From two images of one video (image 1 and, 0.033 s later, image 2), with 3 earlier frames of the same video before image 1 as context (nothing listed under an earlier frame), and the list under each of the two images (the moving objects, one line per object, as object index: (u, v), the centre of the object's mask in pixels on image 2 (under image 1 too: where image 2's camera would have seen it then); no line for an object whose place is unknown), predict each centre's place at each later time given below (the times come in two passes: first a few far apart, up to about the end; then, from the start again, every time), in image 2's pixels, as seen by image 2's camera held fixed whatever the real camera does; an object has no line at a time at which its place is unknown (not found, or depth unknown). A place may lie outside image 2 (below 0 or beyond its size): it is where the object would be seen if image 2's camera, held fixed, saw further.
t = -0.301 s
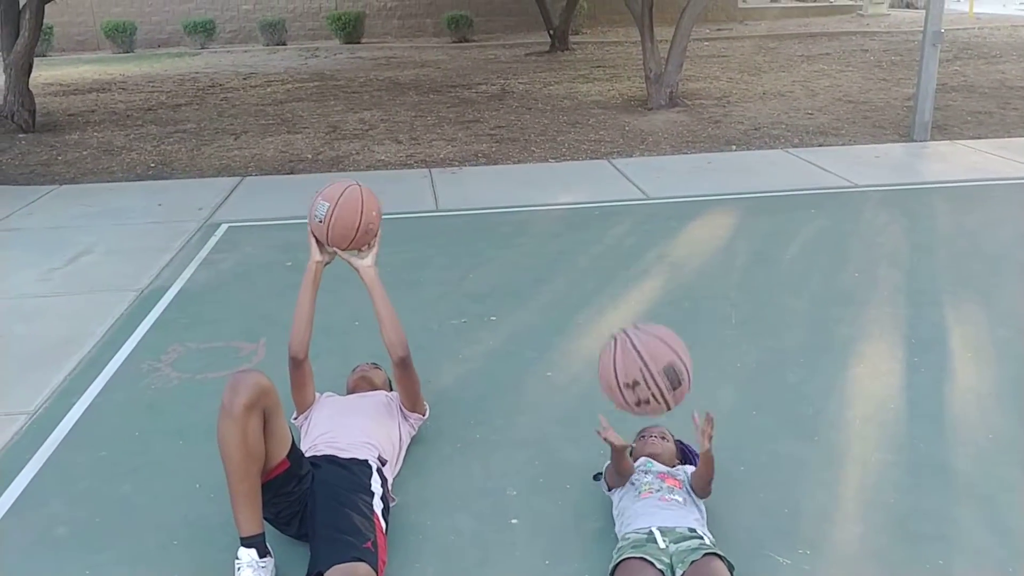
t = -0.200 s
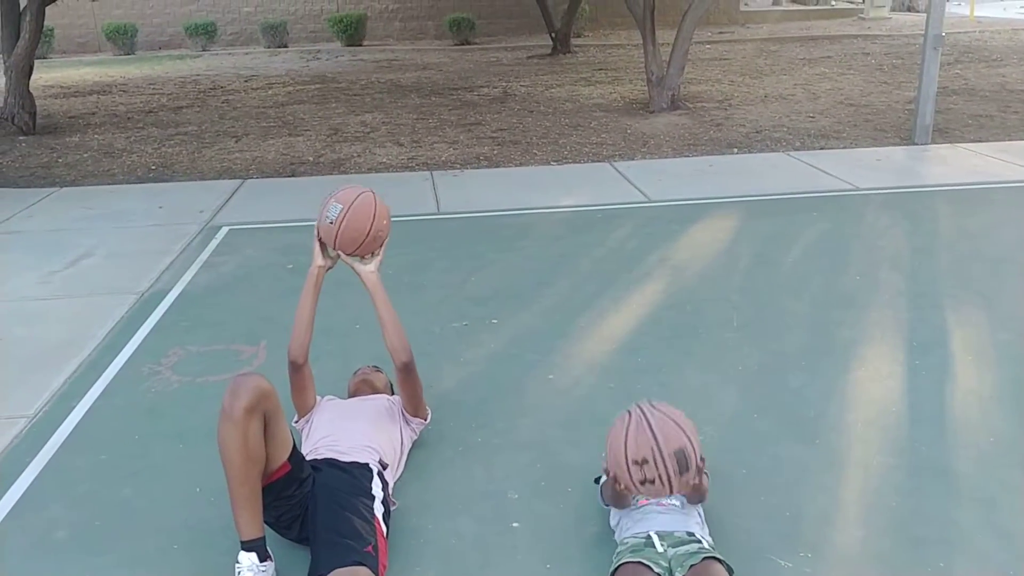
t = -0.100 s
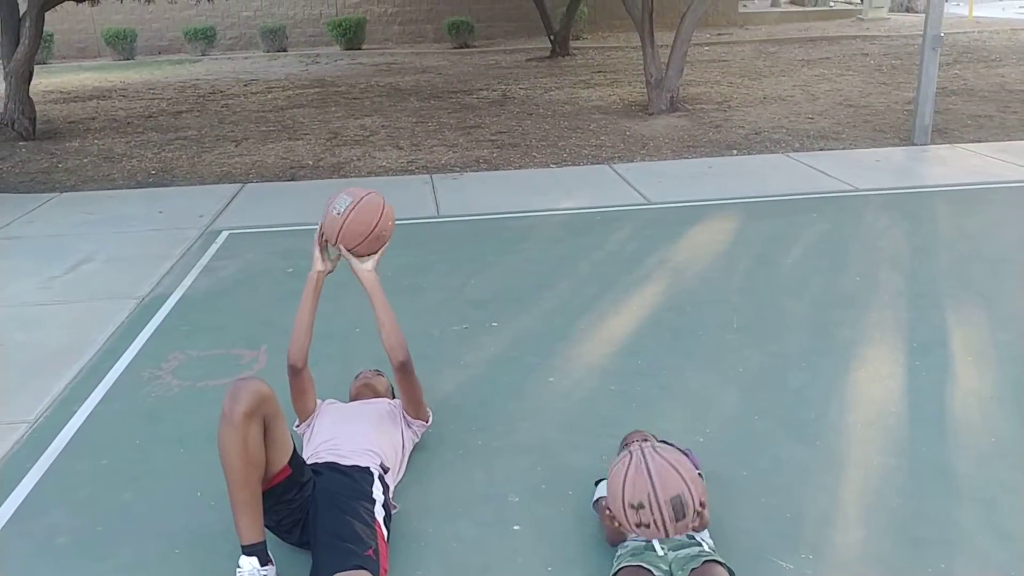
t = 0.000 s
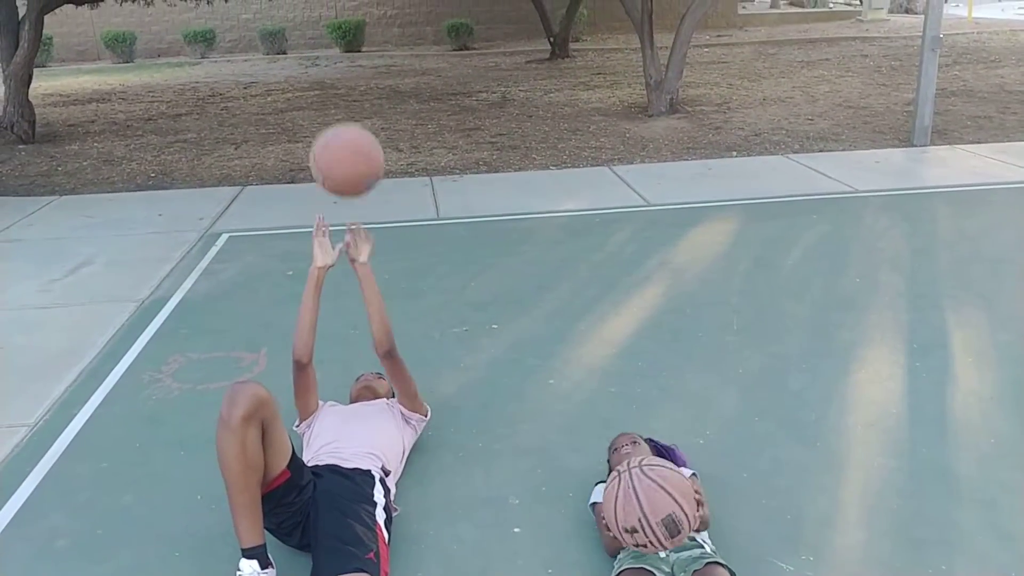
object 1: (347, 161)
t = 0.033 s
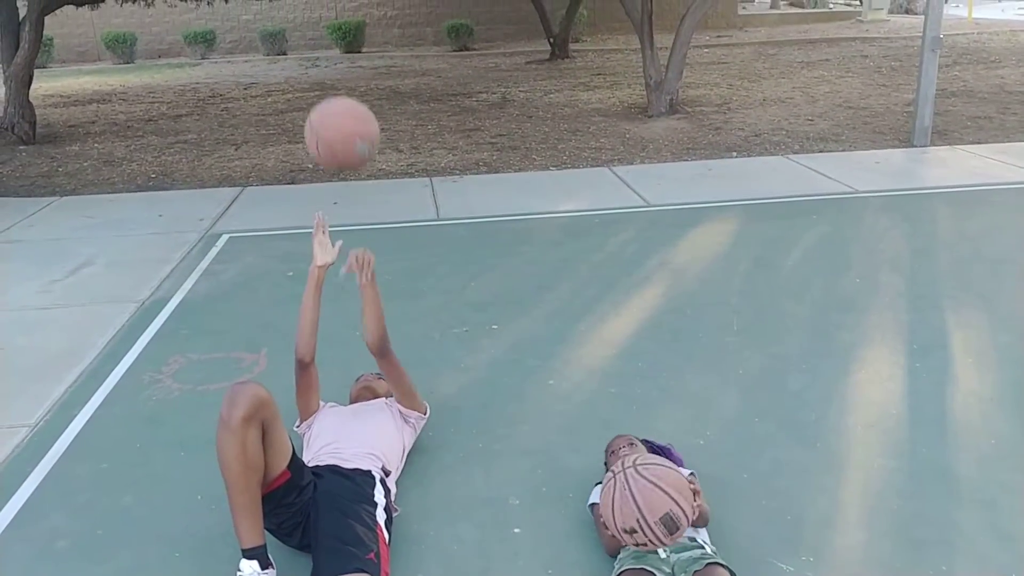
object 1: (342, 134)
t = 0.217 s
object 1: (320, 38)
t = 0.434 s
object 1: (306, 58)
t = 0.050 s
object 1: (339, 122)
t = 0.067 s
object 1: (337, 110)
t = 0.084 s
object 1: (335, 99)
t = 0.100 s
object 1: (332, 89)
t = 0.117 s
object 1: (330, 79)
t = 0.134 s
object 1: (328, 70)
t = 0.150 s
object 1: (327, 63)
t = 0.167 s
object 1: (324, 55)
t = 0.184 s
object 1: (322, 48)
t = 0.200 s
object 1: (321, 43)
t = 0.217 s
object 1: (320, 38)
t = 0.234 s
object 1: (319, 35)
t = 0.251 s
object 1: (317, 33)
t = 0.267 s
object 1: (316, 32)
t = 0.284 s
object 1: (315, 32)
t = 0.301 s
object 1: (314, 32)
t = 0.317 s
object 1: (312, 32)
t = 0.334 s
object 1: (312, 33)
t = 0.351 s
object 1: (311, 34)
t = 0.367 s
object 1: (310, 37)
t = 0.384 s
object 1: (309, 40)
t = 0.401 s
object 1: (308, 45)
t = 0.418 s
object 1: (307, 51)
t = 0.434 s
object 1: (306, 58)
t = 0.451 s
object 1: (306, 65)
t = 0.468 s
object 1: (305, 73)
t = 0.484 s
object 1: (305, 84)
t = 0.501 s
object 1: (305, 96)
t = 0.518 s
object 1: (305, 107)
